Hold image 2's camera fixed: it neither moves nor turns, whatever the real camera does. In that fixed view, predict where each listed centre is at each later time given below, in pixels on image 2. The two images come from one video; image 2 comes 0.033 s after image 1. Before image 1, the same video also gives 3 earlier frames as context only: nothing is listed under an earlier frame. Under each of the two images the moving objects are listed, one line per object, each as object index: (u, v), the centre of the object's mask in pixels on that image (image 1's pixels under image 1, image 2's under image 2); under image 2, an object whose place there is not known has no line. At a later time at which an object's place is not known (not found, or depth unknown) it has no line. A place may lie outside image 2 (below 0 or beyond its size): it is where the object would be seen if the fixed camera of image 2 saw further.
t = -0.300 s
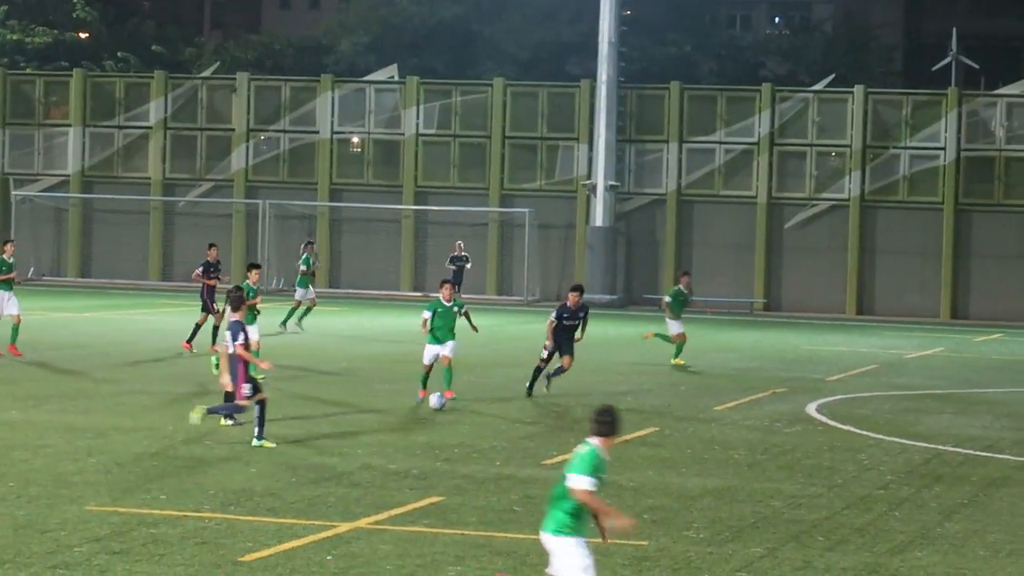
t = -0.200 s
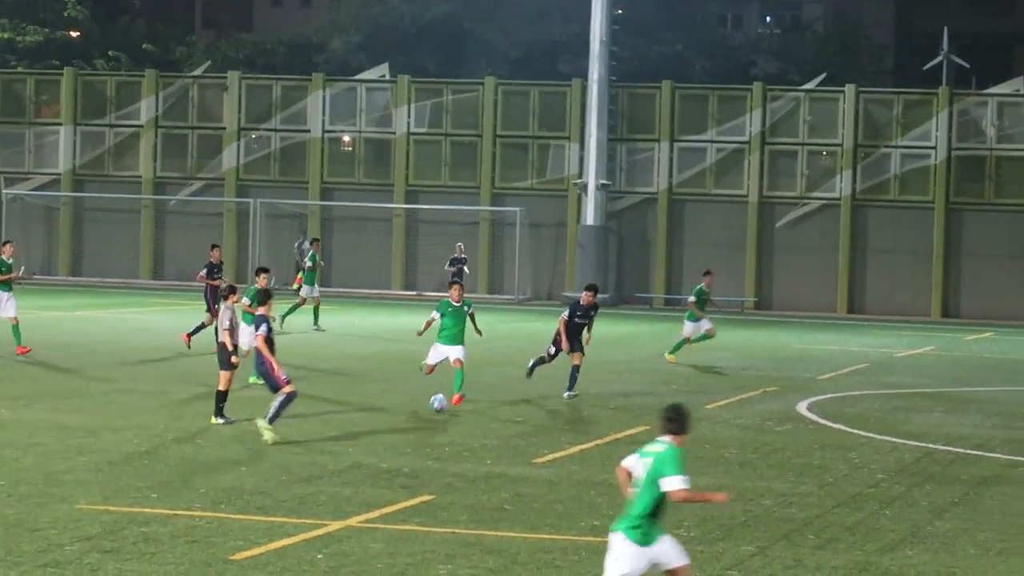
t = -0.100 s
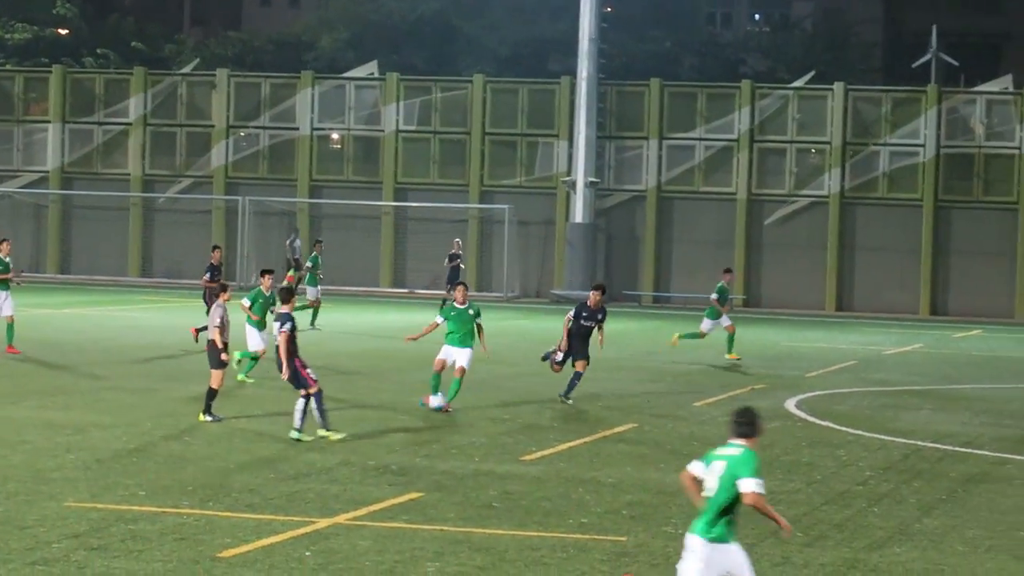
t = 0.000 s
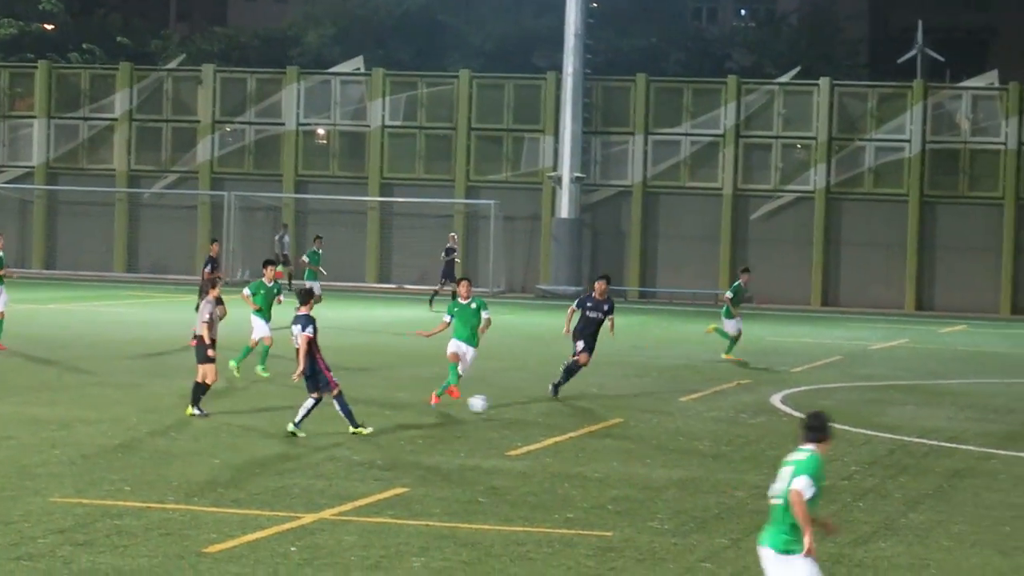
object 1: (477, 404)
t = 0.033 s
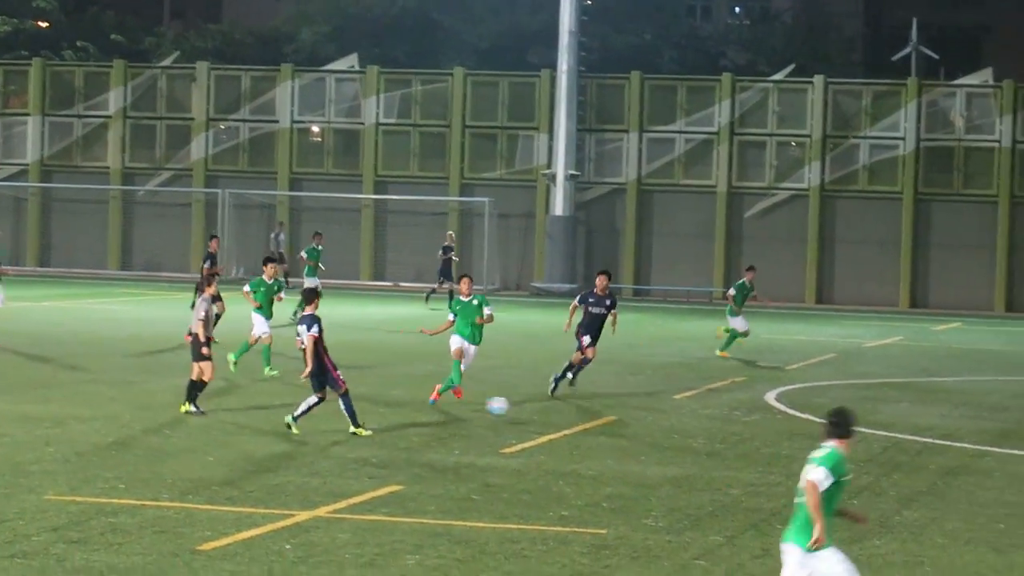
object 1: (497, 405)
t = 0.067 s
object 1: (523, 411)
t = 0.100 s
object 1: (550, 418)
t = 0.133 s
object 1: (580, 427)
